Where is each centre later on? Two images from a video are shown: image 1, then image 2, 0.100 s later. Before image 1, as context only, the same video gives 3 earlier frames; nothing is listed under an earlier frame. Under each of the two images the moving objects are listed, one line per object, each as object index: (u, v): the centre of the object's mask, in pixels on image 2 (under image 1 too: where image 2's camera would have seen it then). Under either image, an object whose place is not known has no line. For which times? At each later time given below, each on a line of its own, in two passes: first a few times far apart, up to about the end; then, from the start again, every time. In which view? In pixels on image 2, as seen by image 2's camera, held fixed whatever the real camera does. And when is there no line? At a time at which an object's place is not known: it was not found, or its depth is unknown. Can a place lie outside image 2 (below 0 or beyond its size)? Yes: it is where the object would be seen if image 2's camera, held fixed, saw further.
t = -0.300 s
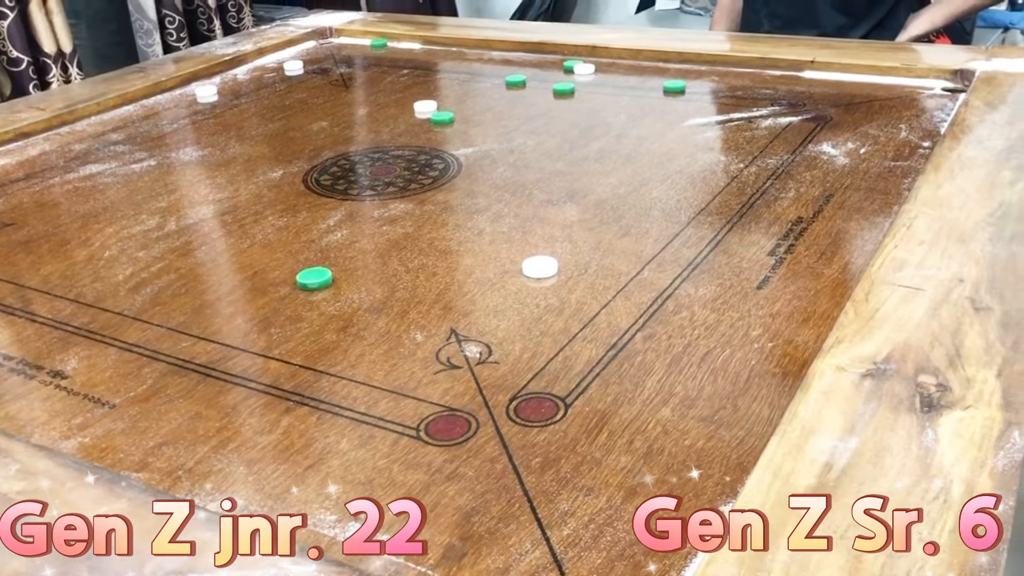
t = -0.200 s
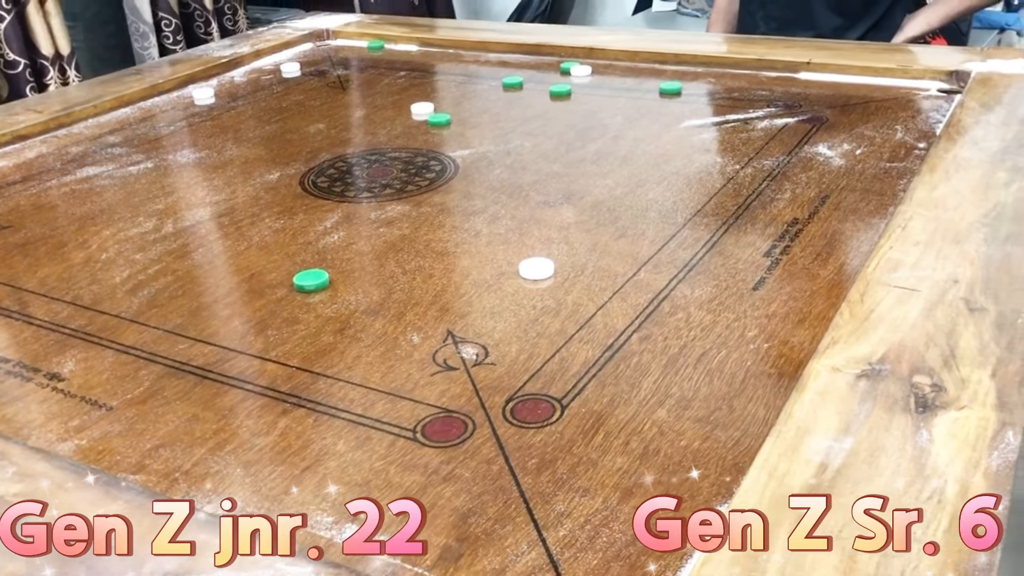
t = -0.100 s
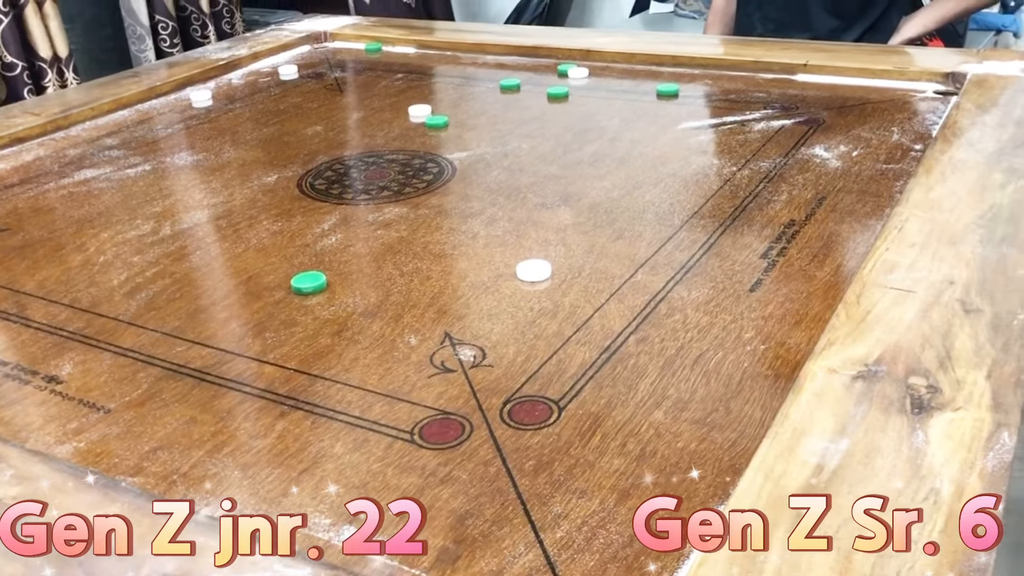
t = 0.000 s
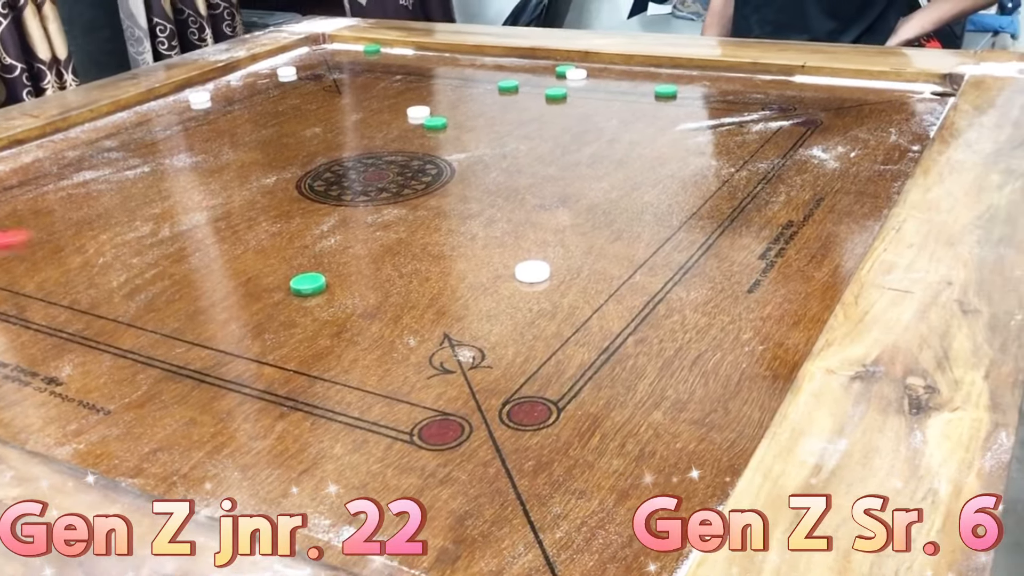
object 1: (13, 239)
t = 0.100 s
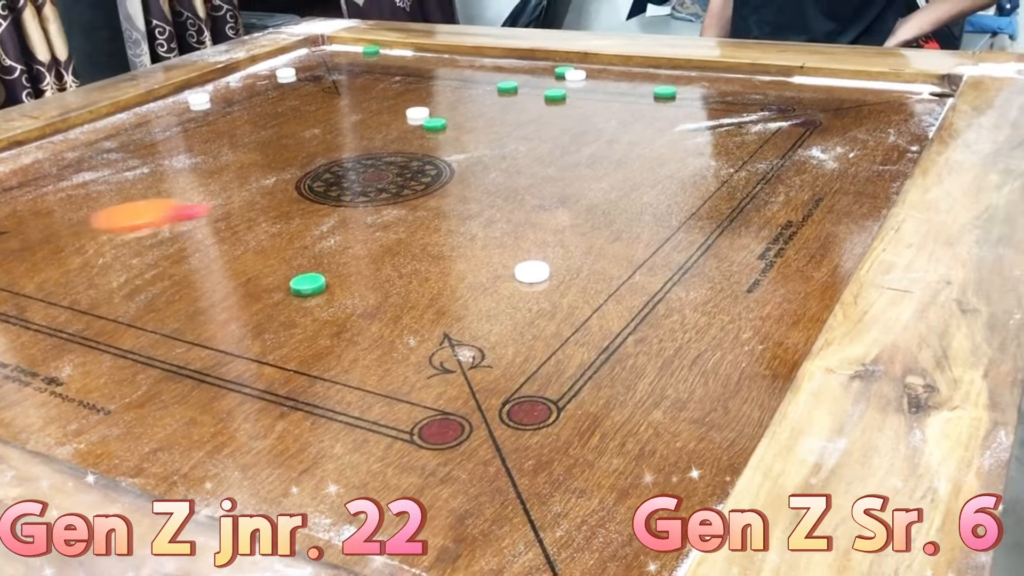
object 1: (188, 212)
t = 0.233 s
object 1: (402, 179)
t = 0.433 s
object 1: (645, 143)
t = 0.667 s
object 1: (865, 109)
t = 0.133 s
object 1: (248, 203)
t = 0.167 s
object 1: (302, 194)
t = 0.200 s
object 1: (352, 187)
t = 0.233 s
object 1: (402, 179)
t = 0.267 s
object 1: (447, 173)
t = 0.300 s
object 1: (488, 166)
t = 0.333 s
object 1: (529, 160)
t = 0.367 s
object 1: (570, 155)
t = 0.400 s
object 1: (608, 148)
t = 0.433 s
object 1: (645, 143)
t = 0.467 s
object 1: (682, 138)
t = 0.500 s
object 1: (714, 131)
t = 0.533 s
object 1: (744, 127)
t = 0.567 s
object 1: (778, 121)
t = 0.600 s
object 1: (807, 118)
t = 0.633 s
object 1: (836, 114)
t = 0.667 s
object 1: (865, 109)
